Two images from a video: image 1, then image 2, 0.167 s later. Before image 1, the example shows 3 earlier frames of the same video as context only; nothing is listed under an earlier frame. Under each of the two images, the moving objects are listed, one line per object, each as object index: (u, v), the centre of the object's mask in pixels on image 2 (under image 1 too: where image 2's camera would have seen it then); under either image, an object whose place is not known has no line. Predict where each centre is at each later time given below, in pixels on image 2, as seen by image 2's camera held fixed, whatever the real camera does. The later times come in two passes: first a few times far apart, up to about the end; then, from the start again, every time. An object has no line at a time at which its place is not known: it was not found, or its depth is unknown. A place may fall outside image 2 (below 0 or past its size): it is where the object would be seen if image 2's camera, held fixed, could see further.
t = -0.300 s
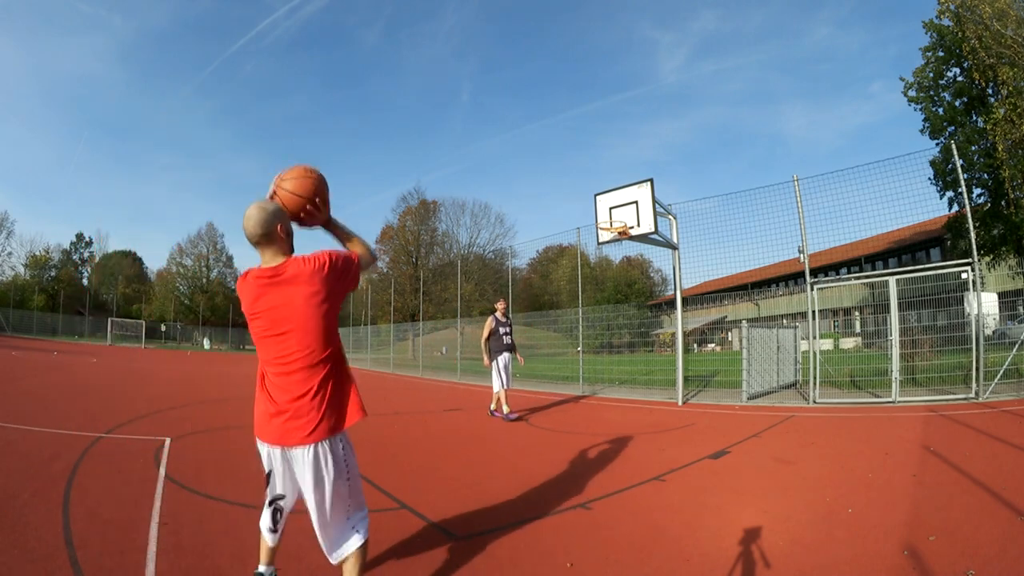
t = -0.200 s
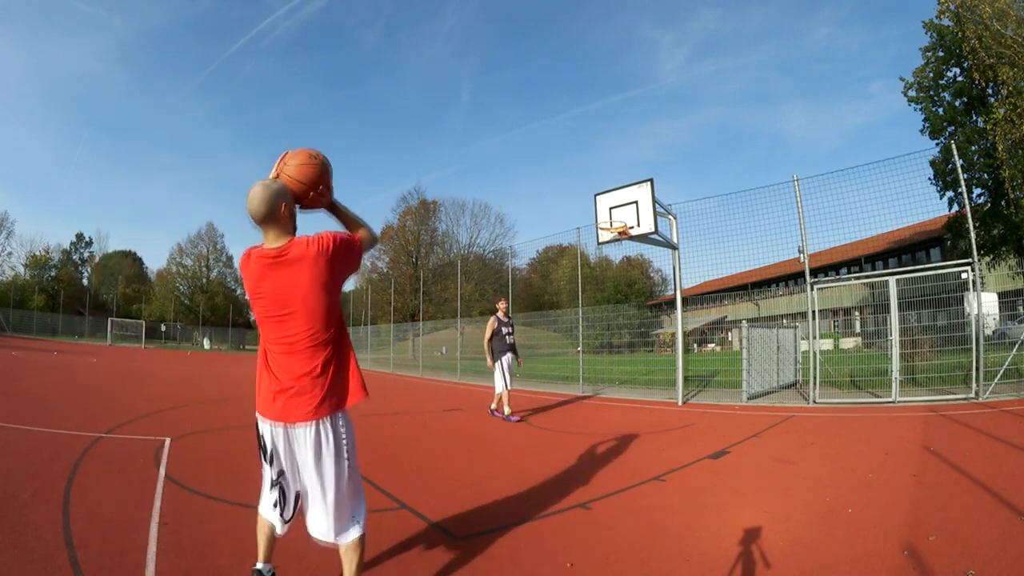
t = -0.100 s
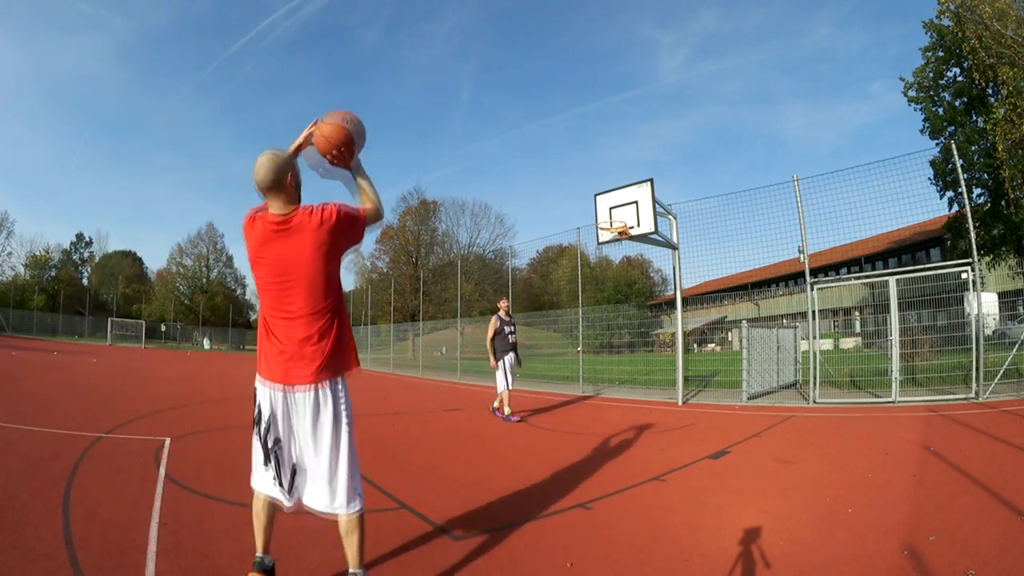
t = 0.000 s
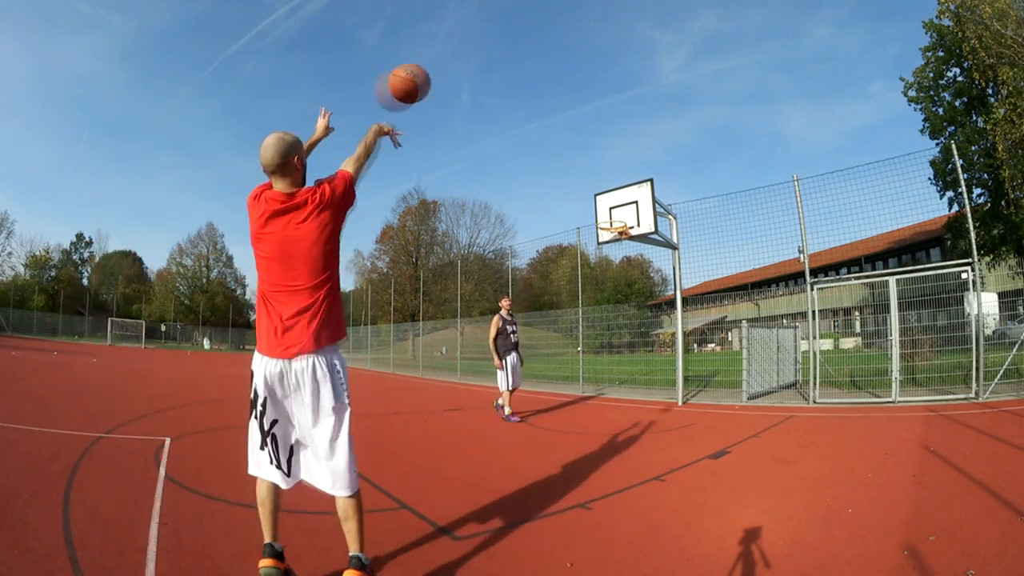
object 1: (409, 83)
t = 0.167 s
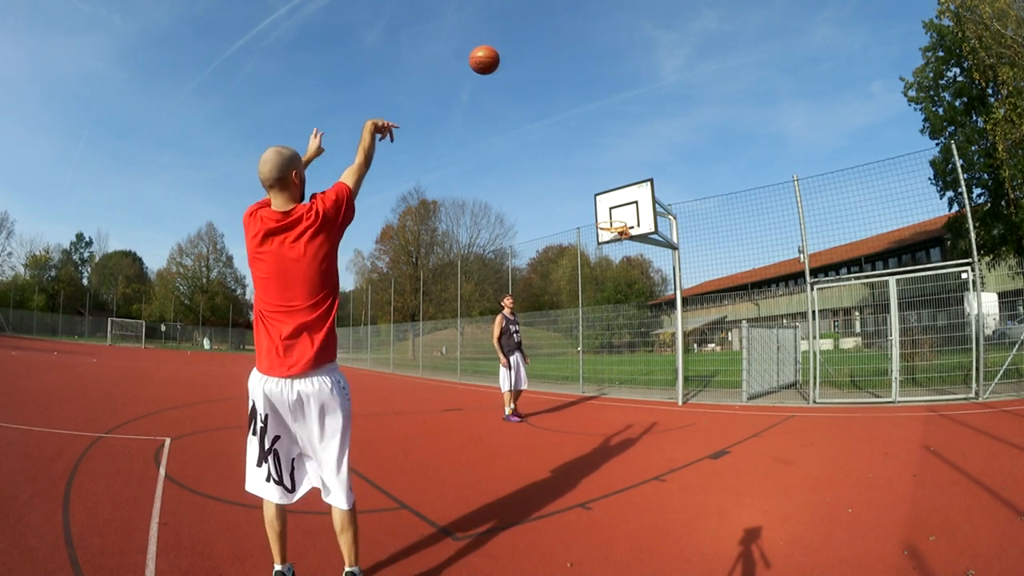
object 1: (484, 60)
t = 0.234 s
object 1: (503, 61)
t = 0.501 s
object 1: (560, 99)
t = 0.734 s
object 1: (589, 155)
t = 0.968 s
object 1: (610, 211)
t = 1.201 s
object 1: (602, 199)
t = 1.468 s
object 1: (574, 210)
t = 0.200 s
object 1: (495, 60)
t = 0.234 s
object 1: (503, 61)
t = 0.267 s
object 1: (513, 63)
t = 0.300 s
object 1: (521, 66)
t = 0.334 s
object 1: (529, 70)
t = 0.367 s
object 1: (536, 75)
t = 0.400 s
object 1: (543, 81)
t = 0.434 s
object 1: (548, 85)
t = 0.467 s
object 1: (554, 92)
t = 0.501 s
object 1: (560, 99)
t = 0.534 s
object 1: (564, 105)
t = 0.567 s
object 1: (569, 113)
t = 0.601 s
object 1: (574, 122)
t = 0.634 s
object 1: (578, 128)
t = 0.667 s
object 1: (582, 138)
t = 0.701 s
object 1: (587, 148)
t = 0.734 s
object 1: (589, 155)
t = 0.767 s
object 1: (593, 166)
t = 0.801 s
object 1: (597, 177)
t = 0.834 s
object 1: (600, 184)
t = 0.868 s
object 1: (603, 196)
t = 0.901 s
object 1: (607, 209)
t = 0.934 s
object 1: (609, 214)
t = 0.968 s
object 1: (610, 211)
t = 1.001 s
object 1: (611, 209)
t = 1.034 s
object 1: (612, 208)
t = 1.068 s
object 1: (614, 207)
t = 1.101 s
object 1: (614, 206)
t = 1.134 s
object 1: (610, 203)
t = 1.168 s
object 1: (607, 201)
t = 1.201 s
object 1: (602, 199)
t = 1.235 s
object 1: (598, 198)
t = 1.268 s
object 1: (595, 198)
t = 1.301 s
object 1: (591, 198)
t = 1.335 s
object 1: (588, 199)
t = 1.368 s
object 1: (584, 201)
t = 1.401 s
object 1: (581, 204)
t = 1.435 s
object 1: (577, 206)
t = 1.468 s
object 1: (574, 210)
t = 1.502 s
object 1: (570, 215)
